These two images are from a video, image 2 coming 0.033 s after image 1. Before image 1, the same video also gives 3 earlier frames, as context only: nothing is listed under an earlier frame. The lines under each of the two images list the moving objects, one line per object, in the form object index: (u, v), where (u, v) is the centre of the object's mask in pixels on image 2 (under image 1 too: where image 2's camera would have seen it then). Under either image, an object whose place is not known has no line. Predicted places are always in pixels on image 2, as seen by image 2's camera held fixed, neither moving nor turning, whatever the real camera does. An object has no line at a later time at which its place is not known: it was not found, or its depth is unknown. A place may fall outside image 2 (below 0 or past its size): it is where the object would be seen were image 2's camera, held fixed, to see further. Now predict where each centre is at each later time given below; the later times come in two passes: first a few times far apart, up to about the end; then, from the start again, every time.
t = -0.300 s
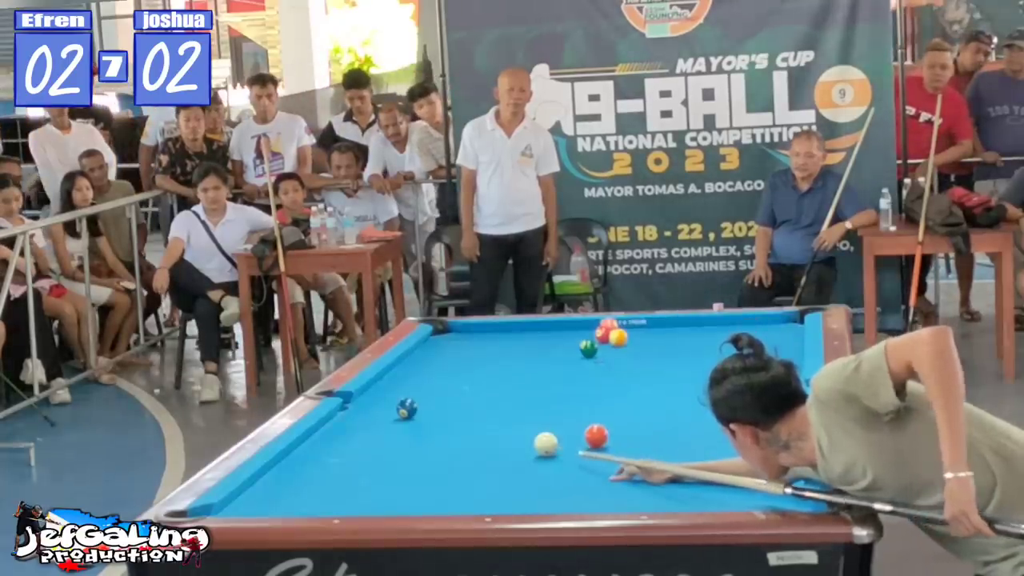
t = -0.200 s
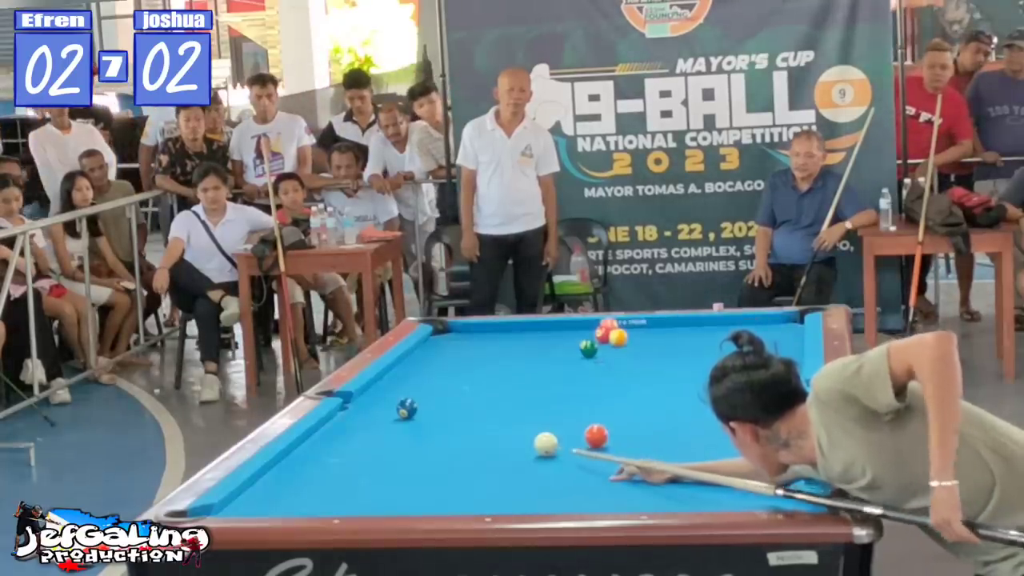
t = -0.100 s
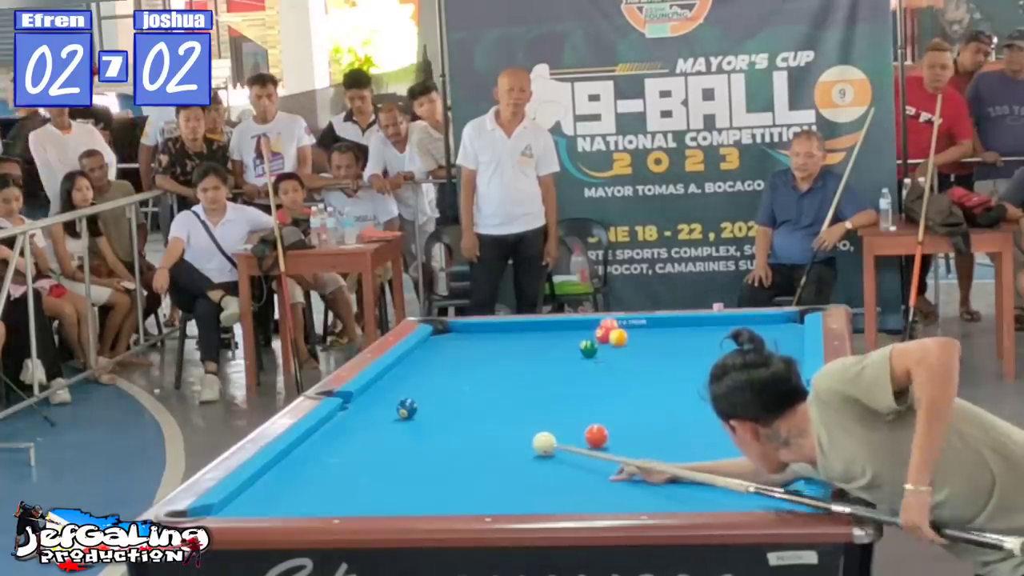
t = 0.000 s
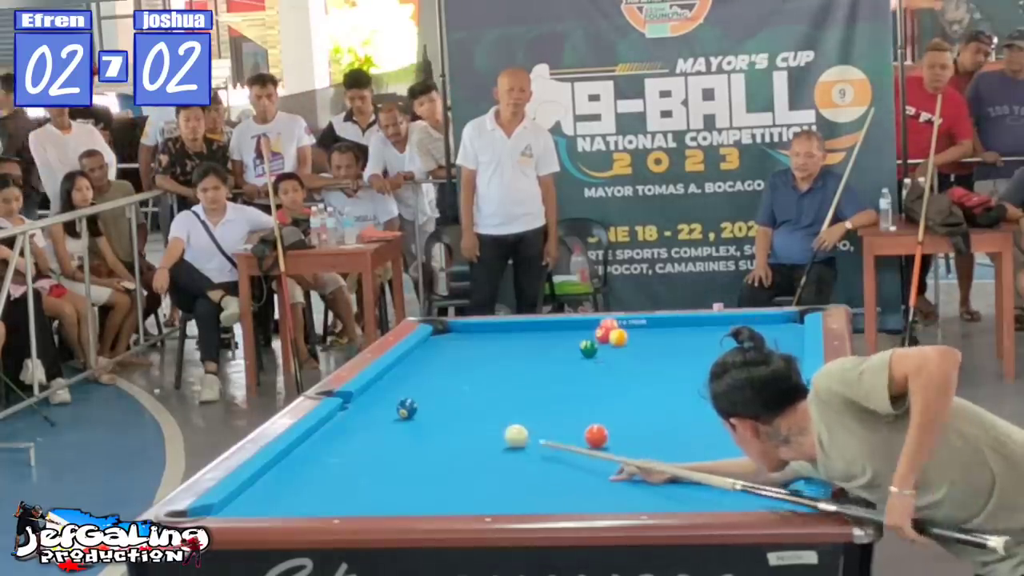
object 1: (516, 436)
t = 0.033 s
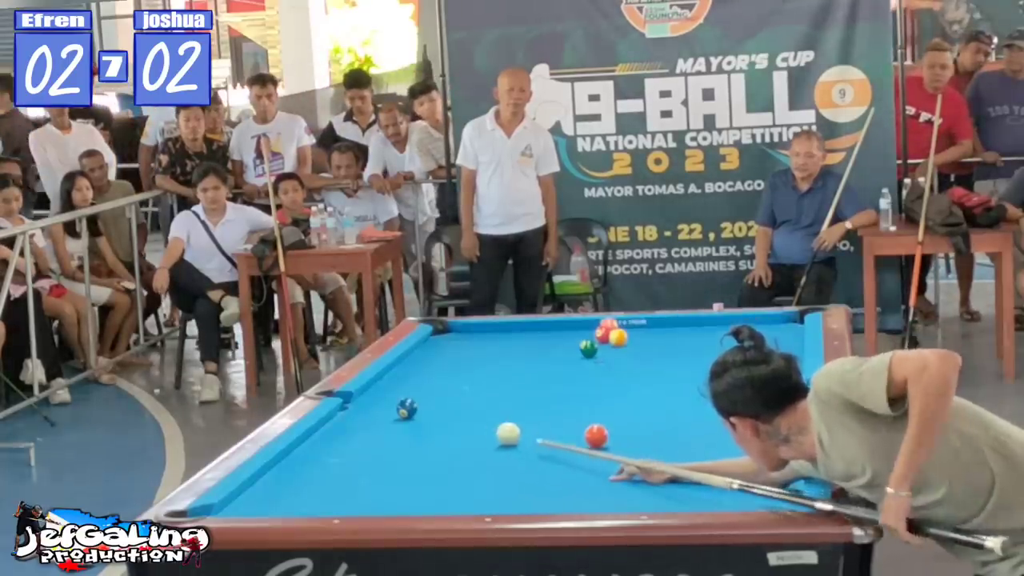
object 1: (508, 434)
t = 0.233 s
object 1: (466, 422)
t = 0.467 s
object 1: (422, 410)
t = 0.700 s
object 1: (426, 405)
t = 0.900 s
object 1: (427, 401)
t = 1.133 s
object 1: (429, 397)
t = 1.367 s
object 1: (431, 392)
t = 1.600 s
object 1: (432, 389)
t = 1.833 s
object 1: (433, 385)
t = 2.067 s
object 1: (434, 382)
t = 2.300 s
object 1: (435, 380)
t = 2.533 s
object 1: (436, 377)
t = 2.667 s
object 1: (436, 376)
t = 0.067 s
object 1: (501, 432)
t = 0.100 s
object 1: (493, 430)
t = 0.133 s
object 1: (486, 428)
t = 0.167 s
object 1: (480, 426)
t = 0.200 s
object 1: (473, 424)
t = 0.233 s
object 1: (466, 422)
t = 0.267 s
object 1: (460, 420)
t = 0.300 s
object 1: (453, 419)
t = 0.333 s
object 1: (447, 417)
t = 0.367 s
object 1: (441, 415)
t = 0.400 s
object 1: (434, 414)
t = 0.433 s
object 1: (428, 412)
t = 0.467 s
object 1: (422, 410)
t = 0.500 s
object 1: (423, 409)
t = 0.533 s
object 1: (424, 409)
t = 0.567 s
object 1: (425, 408)
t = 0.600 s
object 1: (425, 408)
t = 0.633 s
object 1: (426, 407)
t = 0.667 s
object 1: (426, 406)
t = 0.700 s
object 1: (426, 405)
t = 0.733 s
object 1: (427, 404)
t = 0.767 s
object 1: (427, 404)
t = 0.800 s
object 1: (427, 403)
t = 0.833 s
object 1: (427, 402)
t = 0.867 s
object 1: (427, 402)
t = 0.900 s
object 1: (427, 401)
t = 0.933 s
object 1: (428, 400)
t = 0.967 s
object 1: (428, 400)
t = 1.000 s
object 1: (428, 399)
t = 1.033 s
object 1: (428, 399)
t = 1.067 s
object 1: (429, 398)
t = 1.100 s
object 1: (429, 397)
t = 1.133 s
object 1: (429, 397)
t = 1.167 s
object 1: (429, 396)
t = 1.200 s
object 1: (430, 395)
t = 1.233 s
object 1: (430, 395)
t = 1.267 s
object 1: (430, 394)
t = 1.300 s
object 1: (430, 394)
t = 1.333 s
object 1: (431, 393)
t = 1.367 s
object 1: (431, 392)
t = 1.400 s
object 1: (431, 392)
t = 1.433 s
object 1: (431, 391)
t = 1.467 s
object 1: (431, 391)
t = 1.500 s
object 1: (432, 390)
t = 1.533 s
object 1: (432, 390)
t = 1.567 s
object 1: (432, 389)
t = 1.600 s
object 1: (432, 389)
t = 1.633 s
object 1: (432, 388)
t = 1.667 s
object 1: (433, 388)
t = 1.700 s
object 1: (433, 387)
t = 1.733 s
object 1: (433, 387)
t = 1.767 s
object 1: (433, 387)
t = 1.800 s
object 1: (433, 386)
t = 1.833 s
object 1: (433, 385)
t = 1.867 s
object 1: (433, 385)
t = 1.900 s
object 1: (434, 384)
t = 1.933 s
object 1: (434, 384)
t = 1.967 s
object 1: (434, 383)
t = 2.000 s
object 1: (434, 383)
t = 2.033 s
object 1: (434, 383)
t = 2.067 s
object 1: (434, 382)
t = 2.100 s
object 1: (434, 382)
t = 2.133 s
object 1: (435, 382)
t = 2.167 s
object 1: (435, 381)
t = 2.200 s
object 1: (435, 381)
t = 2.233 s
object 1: (435, 380)
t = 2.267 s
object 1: (435, 380)
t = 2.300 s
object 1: (435, 380)
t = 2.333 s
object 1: (435, 379)
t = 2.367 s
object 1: (435, 379)
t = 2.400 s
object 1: (435, 379)
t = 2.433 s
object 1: (435, 378)
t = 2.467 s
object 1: (436, 378)
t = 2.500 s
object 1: (436, 377)
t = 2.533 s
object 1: (436, 377)
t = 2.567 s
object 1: (436, 377)
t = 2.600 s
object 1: (436, 377)
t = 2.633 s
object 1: (436, 376)
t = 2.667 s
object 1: (436, 376)
